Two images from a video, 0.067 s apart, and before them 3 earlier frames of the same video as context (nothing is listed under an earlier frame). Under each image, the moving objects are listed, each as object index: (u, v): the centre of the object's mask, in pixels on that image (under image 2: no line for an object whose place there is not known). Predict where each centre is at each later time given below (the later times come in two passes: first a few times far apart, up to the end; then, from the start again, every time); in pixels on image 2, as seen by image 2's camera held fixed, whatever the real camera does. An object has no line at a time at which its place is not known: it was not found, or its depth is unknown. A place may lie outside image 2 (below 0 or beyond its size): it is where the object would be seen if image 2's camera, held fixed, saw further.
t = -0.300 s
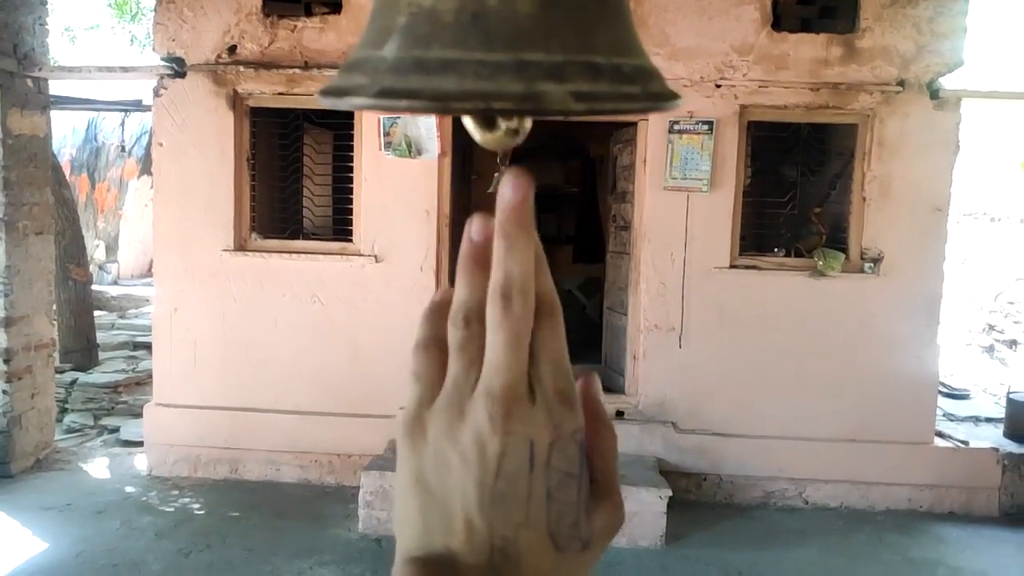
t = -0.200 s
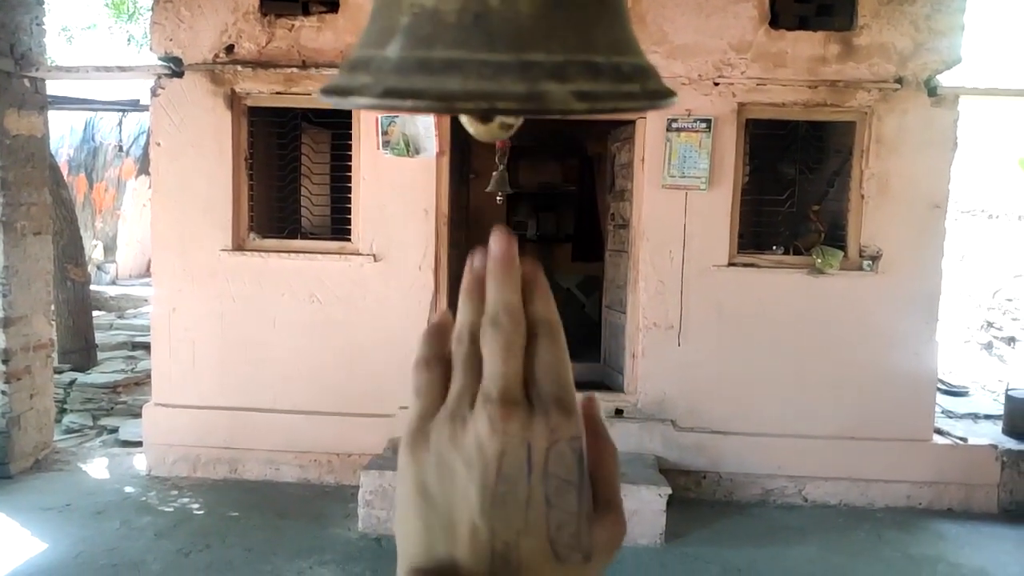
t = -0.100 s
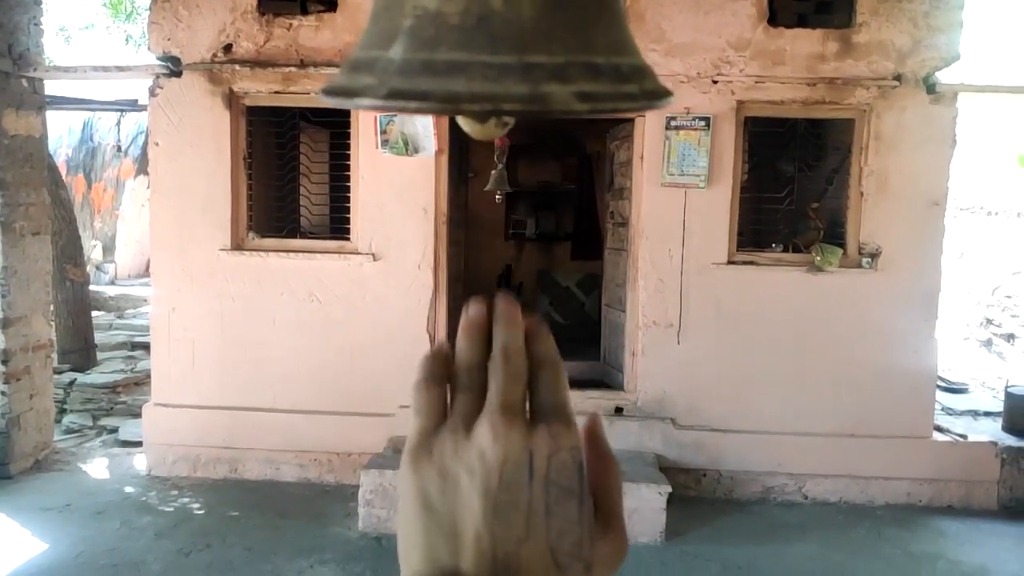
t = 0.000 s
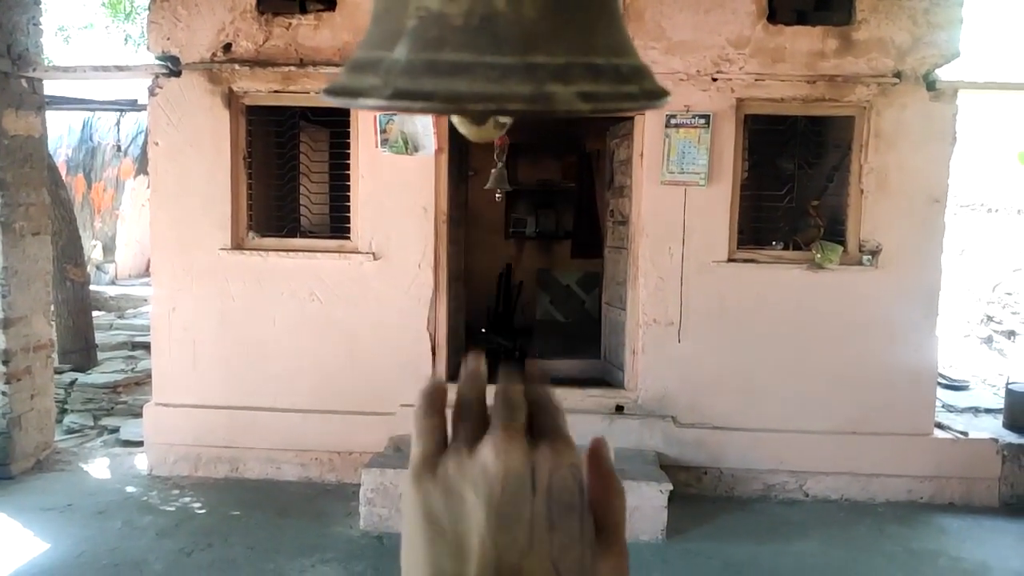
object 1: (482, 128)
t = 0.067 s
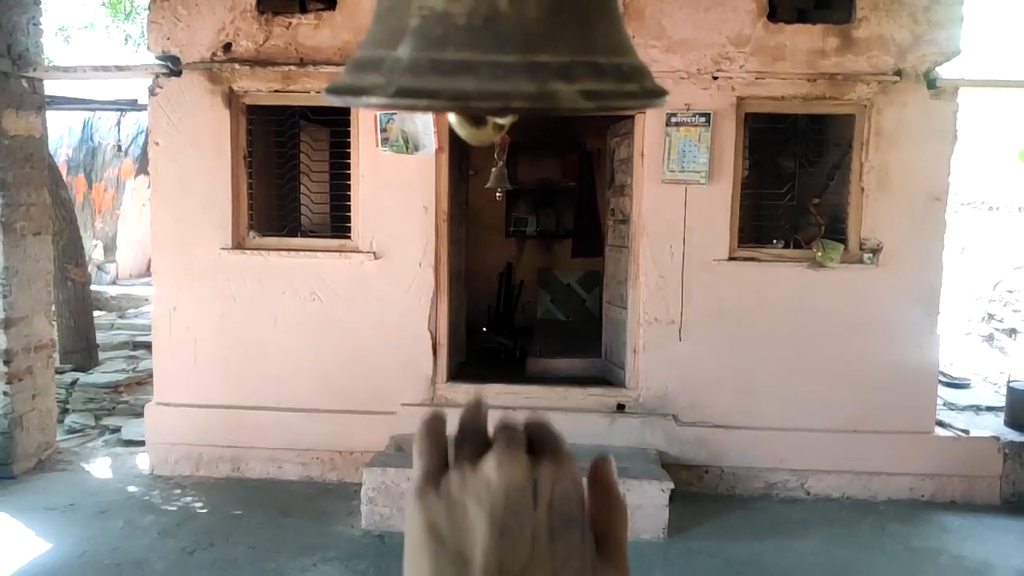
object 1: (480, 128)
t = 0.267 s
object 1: (475, 137)
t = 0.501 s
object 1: (476, 153)
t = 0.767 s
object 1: (482, 163)
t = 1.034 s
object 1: (497, 159)
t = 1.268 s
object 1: (511, 150)
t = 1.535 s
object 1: (527, 140)
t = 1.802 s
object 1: (541, 143)
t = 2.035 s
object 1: (548, 150)
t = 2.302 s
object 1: (547, 163)
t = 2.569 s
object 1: (542, 181)
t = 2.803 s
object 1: (540, 178)
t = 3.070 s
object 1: (540, 171)
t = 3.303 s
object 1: (540, 163)
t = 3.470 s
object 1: (540, 159)
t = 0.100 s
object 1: (479, 128)
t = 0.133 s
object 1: (478, 130)
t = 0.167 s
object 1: (477, 132)
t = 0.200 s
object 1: (477, 132)
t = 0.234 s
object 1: (476, 134)
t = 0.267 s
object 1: (475, 137)
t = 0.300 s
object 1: (475, 138)
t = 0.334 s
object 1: (475, 140)
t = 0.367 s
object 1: (475, 142)
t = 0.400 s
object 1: (475, 145)
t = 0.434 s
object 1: (475, 148)
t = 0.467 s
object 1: (476, 150)
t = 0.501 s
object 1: (476, 153)
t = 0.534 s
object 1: (477, 155)
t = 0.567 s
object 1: (477, 157)
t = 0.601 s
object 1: (478, 158)
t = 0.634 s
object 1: (478, 160)
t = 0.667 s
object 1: (479, 162)
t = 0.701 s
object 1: (480, 162)
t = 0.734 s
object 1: (481, 163)
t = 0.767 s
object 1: (482, 163)
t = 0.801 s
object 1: (483, 164)
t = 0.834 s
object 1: (485, 164)
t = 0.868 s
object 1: (487, 163)
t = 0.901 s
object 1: (489, 163)
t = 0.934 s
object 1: (491, 163)
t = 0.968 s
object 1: (492, 161)
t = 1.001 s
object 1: (494, 160)
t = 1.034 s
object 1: (497, 159)
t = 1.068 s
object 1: (499, 158)
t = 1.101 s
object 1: (501, 157)
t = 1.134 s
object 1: (503, 156)
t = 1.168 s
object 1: (505, 155)
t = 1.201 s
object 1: (507, 153)
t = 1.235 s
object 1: (509, 152)
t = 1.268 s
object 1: (511, 150)
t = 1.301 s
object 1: (513, 148)
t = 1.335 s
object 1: (515, 146)
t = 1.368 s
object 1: (517, 145)
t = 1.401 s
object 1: (522, 152)
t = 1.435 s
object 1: (524, 151)
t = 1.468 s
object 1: (526, 150)
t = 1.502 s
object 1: (525, 141)
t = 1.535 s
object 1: (527, 140)
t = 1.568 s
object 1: (531, 146)
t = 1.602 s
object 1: (532, 146)
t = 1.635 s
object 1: (534, 145)
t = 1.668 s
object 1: (536, 144)
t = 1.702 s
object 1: (537, 143)
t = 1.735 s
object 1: (538, 144)
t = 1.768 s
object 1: (540, 144)
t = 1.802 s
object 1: (541, 143)
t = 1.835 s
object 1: (543, 144)
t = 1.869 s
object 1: (544, 144)
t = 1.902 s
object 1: (545, 146)
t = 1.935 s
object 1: (546, 147)
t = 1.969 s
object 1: (547, 149)
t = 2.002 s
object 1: (547, 149)
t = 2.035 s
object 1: (548, 150)
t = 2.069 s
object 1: (548, 152)
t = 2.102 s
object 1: (548, 153)
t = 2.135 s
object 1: (549, 155)
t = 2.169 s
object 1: (548, 156)
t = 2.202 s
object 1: (548, 158)
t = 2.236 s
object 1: (548, 159)
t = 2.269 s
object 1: (548, 161)
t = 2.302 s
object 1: (547, 163)
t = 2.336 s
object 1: (547, 166)
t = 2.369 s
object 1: (546, 168)
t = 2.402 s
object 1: (546, 170)
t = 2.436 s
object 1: (545, 172)
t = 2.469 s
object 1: (545, 174)
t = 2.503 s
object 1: (544, 176)
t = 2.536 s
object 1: (543, 179)
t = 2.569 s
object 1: (542, 181)
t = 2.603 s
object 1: (543, 178)
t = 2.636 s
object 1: (542, 178)
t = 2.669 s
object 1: (542, 180)
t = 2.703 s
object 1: (541, 180)
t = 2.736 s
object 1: (541, 179)
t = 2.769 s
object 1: (540, 179)
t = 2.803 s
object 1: (540, 178)
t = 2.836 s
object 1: (540, 177)
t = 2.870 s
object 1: (539, 176)
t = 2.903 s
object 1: (539, 174)
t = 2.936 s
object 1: (540, 175)
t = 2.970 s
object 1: (540, 174)
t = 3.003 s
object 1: (540, 173)
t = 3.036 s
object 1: (540, 172)
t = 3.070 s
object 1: (540, 171)
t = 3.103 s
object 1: (540, 170)
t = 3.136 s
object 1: (540, 169)
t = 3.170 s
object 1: (540, 168)
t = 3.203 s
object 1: (540, 167)
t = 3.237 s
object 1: (540, 165)
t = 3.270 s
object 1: (540, 165)
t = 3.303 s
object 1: (540, 163)
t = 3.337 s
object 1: (540, 163)
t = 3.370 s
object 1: (540, 161)
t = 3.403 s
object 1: (540, 160)
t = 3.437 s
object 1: (540, 160)
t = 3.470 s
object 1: (540, 159)
